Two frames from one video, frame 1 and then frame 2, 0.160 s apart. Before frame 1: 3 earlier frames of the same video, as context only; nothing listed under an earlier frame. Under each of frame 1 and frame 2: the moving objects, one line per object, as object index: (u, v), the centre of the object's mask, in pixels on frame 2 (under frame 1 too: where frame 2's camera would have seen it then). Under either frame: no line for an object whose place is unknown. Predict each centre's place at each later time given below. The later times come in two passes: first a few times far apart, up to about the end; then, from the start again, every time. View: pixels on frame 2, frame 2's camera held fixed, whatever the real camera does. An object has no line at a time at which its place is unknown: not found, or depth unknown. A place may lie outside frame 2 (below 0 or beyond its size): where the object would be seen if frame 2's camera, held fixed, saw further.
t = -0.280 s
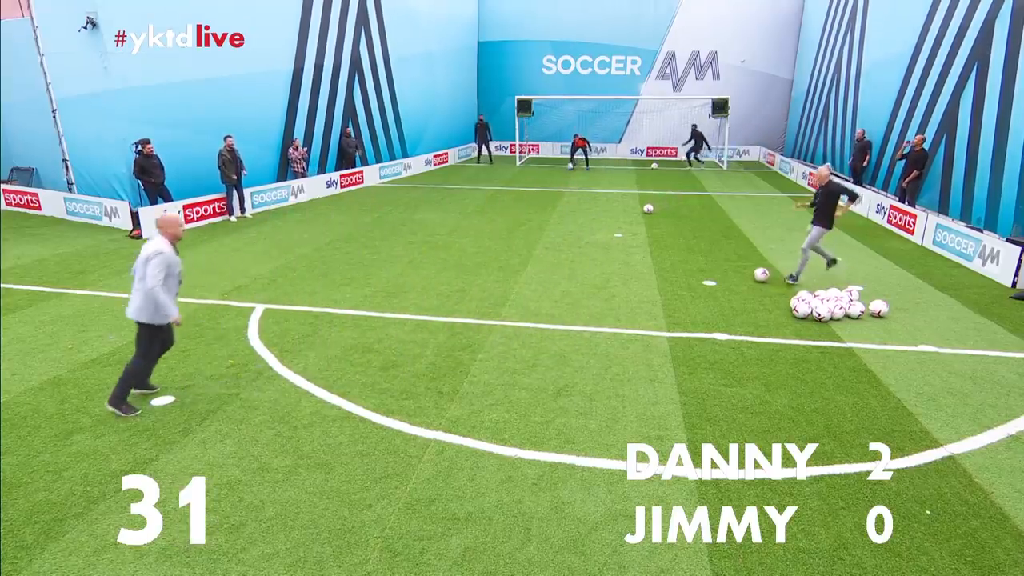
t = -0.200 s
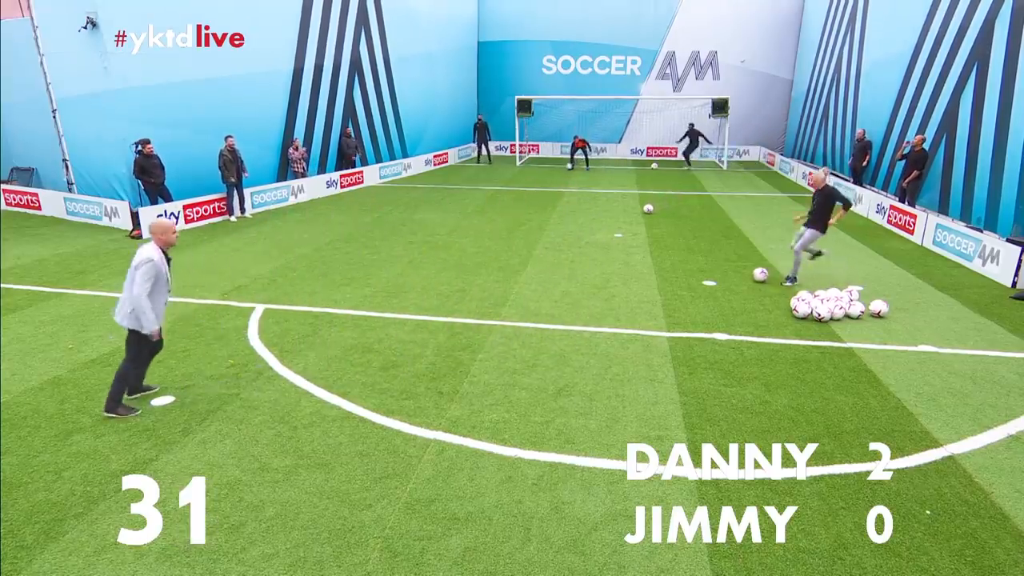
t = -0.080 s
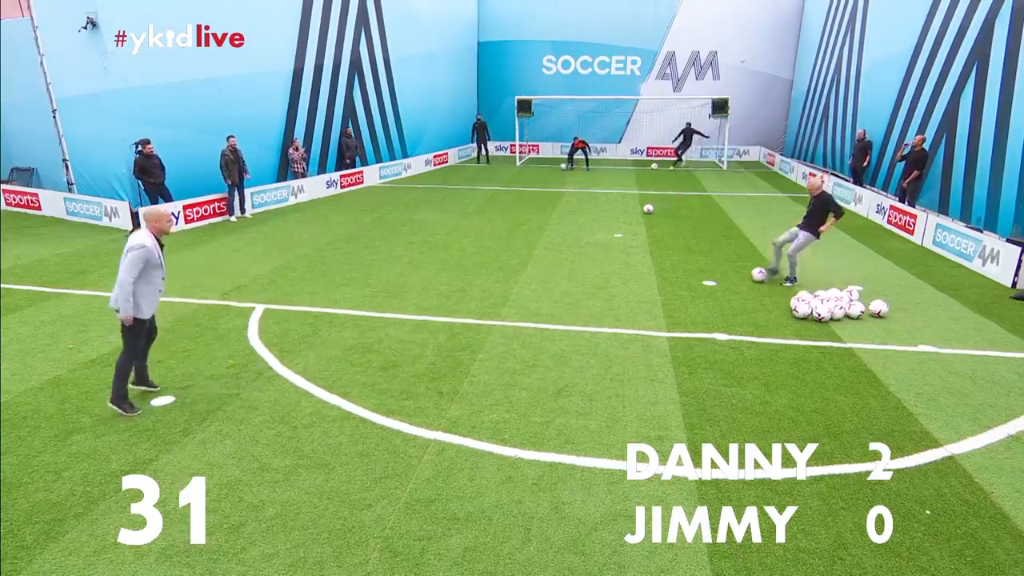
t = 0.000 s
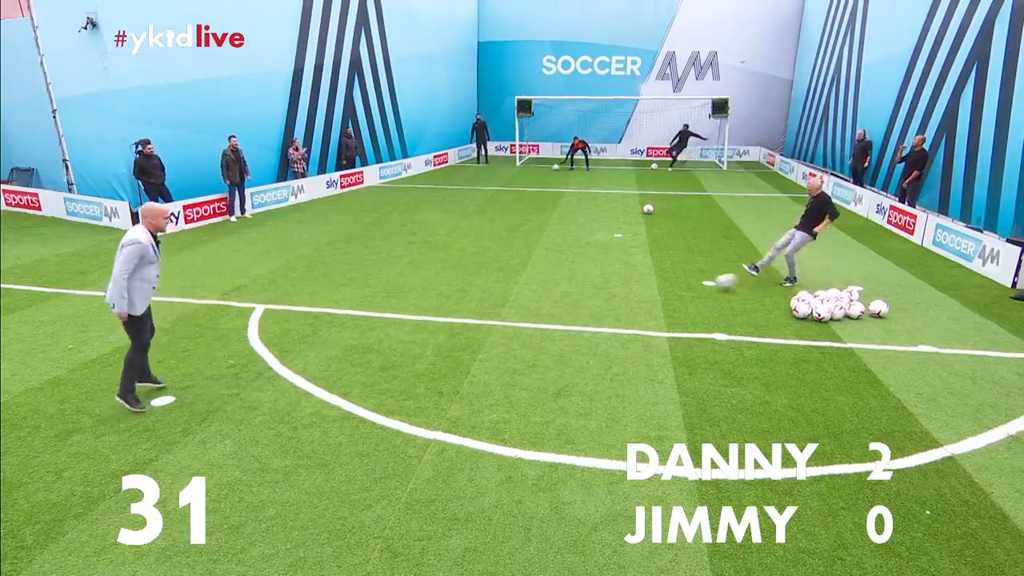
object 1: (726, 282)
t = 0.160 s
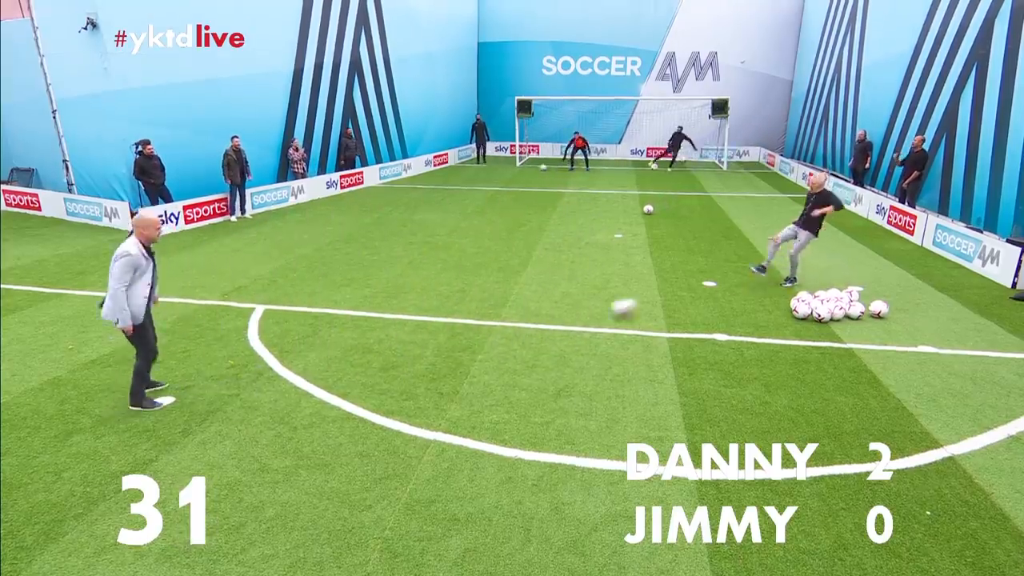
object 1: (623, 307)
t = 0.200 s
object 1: (594, 315)
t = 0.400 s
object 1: (421, 357)
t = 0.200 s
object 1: (594, 315)
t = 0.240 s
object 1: (564, 321)
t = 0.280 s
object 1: (532, 328)
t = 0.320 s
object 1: (497, 337)
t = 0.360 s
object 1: (459, 347)
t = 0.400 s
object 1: (421, 357)
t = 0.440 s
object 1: (382, 365)
